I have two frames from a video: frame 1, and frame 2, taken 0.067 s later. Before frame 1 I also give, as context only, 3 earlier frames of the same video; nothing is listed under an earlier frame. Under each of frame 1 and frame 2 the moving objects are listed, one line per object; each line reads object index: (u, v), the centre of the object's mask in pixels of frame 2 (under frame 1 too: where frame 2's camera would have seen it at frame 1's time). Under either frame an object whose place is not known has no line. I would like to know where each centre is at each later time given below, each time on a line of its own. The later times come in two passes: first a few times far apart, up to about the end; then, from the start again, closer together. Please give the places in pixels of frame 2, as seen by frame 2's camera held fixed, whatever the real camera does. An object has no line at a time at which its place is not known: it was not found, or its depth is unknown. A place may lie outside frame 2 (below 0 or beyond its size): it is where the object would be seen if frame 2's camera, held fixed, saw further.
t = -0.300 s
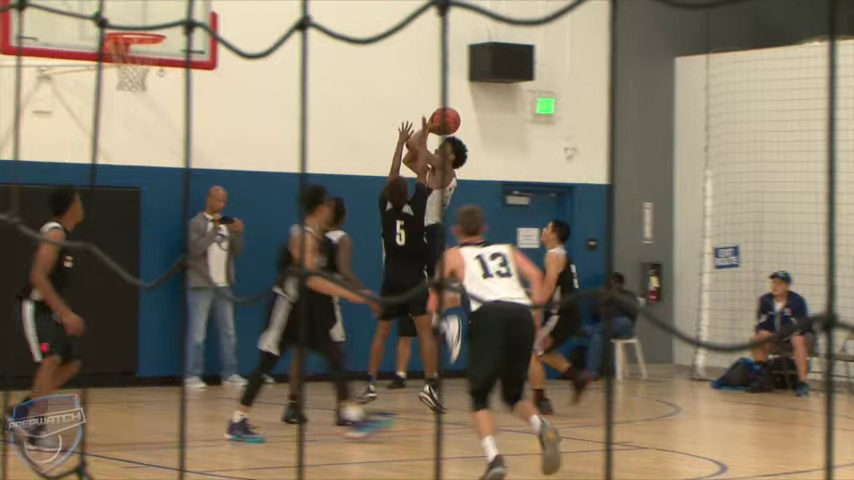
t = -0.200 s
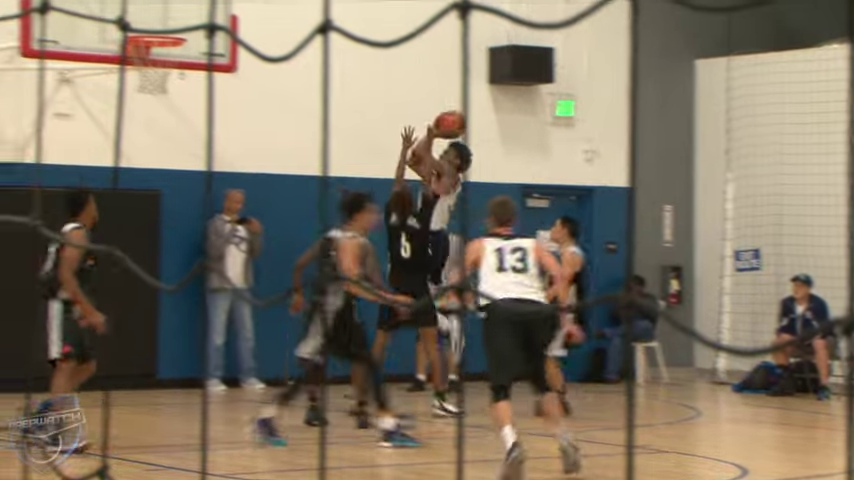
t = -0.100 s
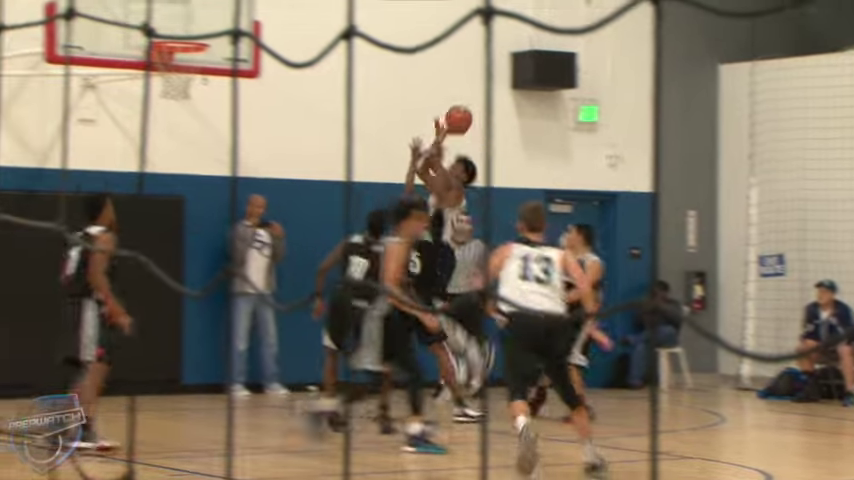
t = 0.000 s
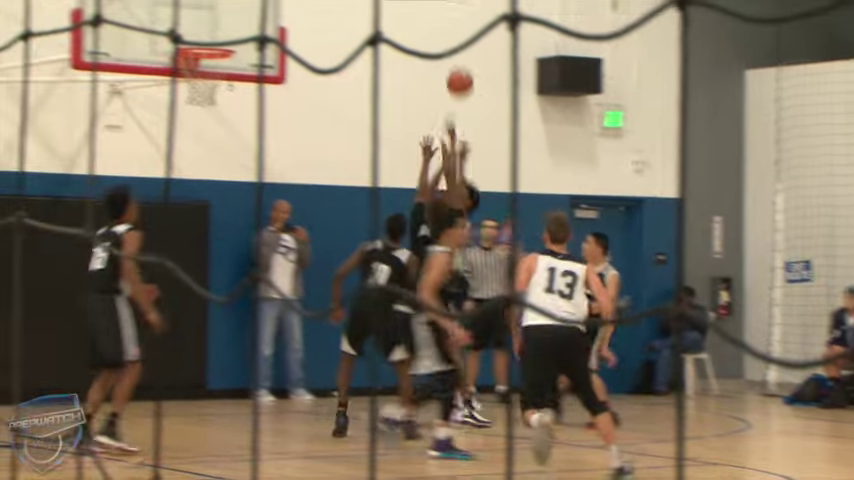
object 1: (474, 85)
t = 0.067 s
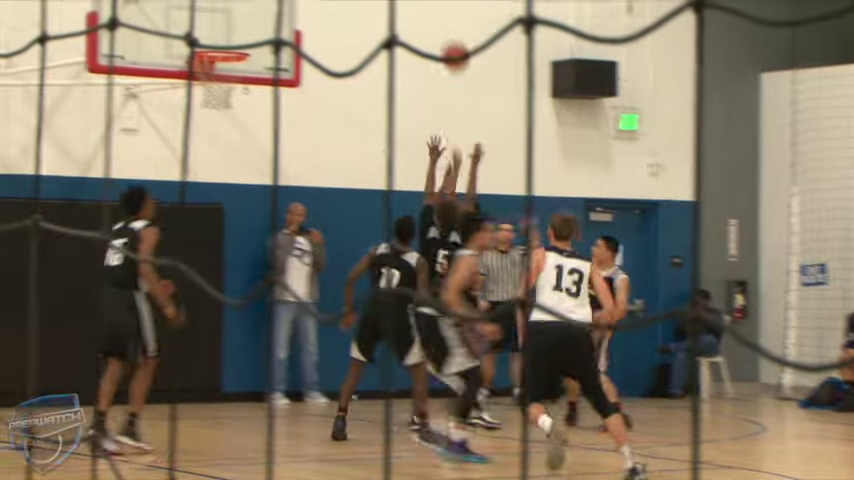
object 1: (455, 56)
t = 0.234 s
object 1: (408, 4)
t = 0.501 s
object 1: (326, -10)
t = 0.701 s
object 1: (262, 20)
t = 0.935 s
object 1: (208, 26)
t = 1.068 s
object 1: (179, 38)
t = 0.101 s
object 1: (445, 42)
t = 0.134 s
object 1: (435, 30)
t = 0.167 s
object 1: (426, 20)
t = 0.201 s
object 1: (416, 11)
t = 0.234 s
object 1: (408, 4)
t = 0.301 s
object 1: (386, -3)
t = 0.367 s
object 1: (366, -8)
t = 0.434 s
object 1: (346, -10)
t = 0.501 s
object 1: (326, -10)
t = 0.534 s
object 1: (315, -9)
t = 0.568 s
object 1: (305, -7)
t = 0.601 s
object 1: (296, -4)
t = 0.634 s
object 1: (284, 3)
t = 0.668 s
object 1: (270, 10)
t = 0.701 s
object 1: (262, 20)
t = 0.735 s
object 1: (252, 30)
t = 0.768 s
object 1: (243, 38)
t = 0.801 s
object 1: (235, 35)
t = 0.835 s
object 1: (228, 31)
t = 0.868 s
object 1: (222, 29)
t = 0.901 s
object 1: (215, 27)
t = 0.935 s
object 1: (208, 26)
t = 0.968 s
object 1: (202, 26)
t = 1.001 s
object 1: (194, 27)
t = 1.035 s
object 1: (187, 31)
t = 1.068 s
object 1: (179, 38)
